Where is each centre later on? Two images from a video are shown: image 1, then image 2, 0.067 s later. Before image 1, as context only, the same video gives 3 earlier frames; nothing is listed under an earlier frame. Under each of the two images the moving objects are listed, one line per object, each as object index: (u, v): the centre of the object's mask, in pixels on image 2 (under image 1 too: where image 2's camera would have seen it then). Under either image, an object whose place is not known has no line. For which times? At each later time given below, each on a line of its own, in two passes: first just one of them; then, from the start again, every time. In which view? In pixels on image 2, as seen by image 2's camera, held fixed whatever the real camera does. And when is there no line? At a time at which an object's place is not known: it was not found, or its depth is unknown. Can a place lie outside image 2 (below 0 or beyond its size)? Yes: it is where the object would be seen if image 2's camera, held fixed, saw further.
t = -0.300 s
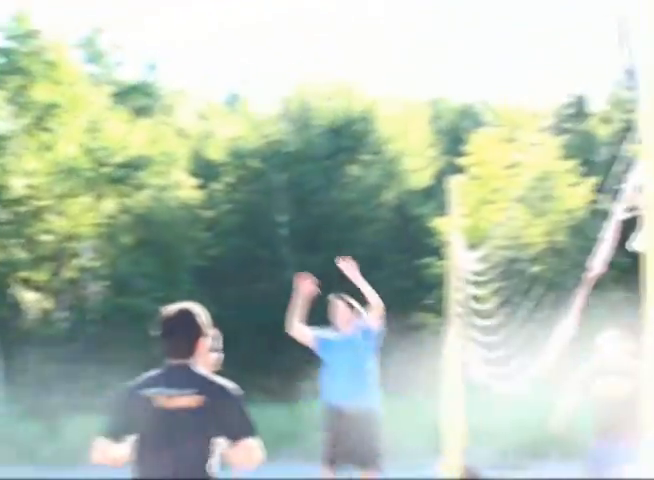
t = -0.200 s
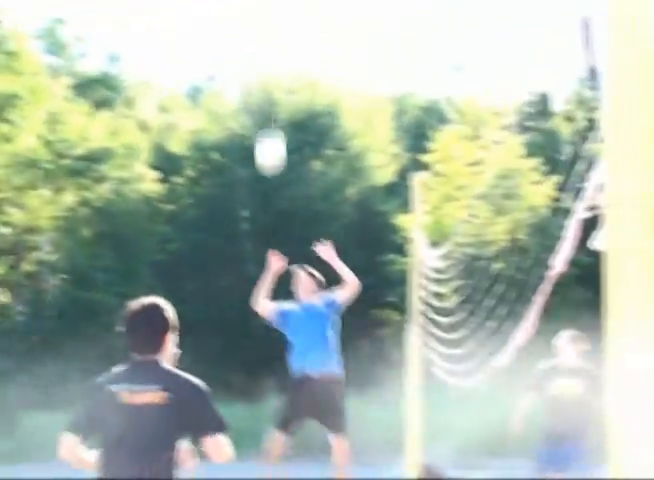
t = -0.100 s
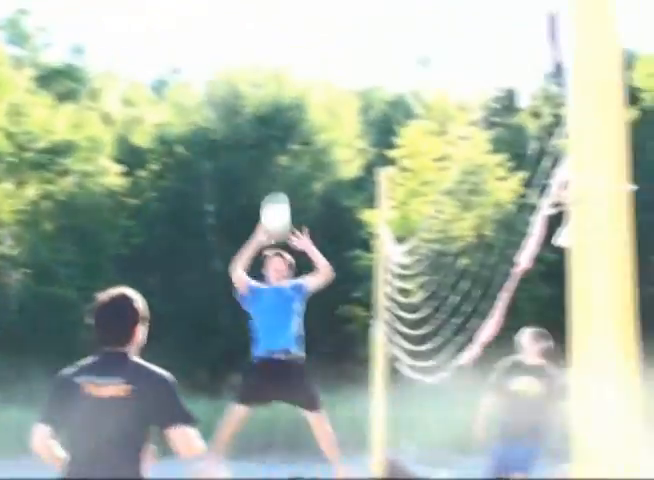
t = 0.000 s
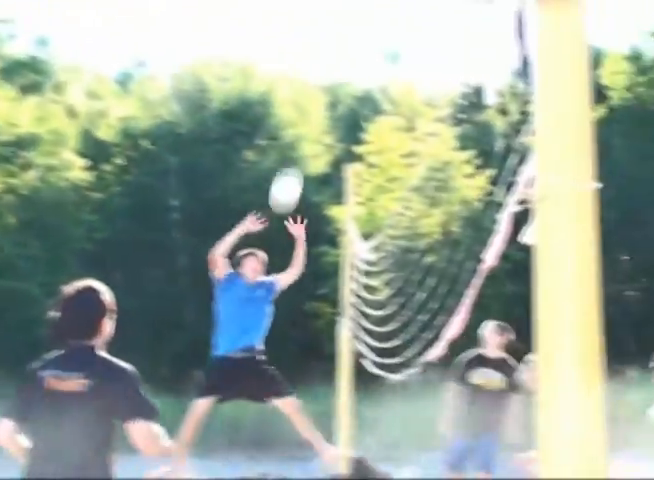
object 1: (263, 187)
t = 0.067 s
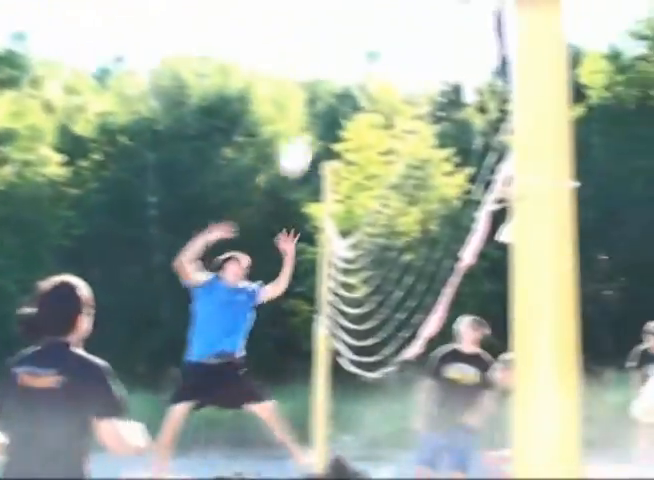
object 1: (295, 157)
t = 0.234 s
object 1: (375, 101)
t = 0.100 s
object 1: (314, 142)
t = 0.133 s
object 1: (329, 130)
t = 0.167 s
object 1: (345, 119)
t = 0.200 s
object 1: (361, 108)
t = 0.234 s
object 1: (375, 101)
